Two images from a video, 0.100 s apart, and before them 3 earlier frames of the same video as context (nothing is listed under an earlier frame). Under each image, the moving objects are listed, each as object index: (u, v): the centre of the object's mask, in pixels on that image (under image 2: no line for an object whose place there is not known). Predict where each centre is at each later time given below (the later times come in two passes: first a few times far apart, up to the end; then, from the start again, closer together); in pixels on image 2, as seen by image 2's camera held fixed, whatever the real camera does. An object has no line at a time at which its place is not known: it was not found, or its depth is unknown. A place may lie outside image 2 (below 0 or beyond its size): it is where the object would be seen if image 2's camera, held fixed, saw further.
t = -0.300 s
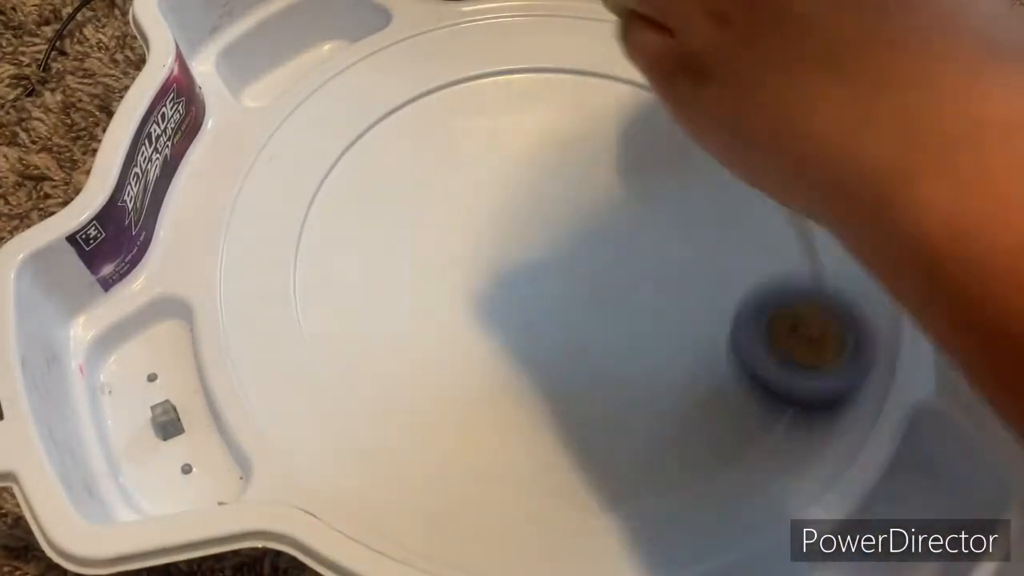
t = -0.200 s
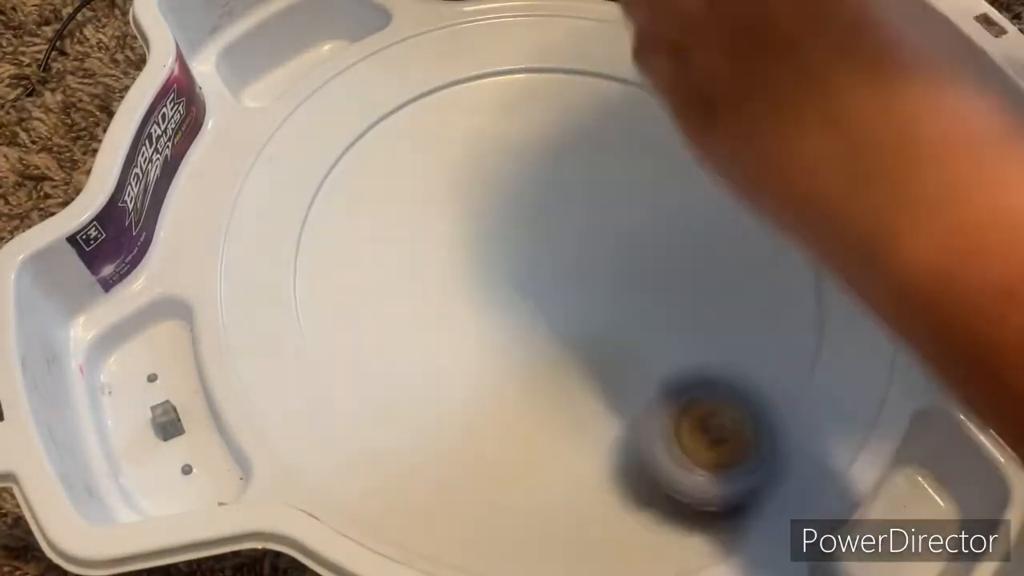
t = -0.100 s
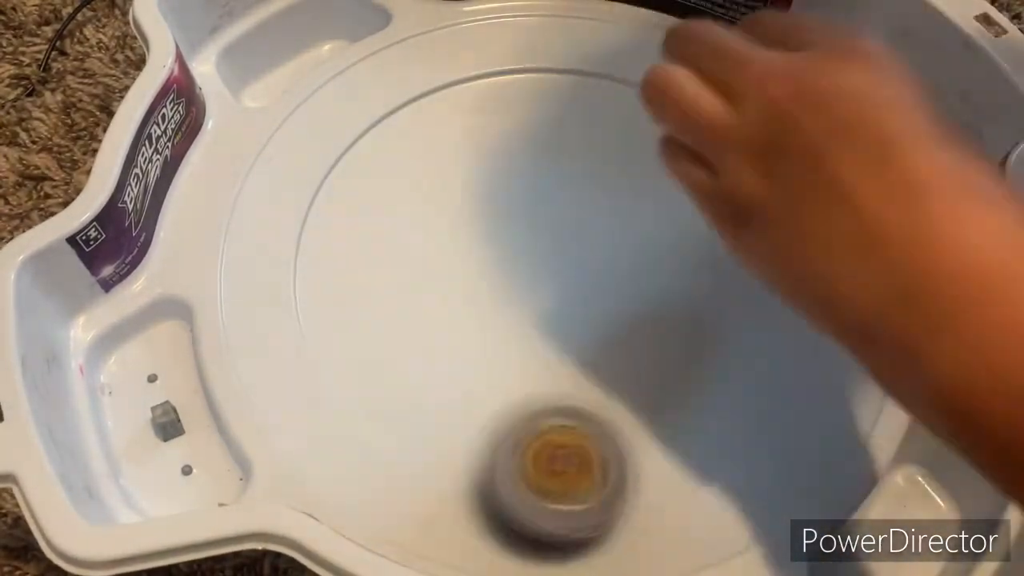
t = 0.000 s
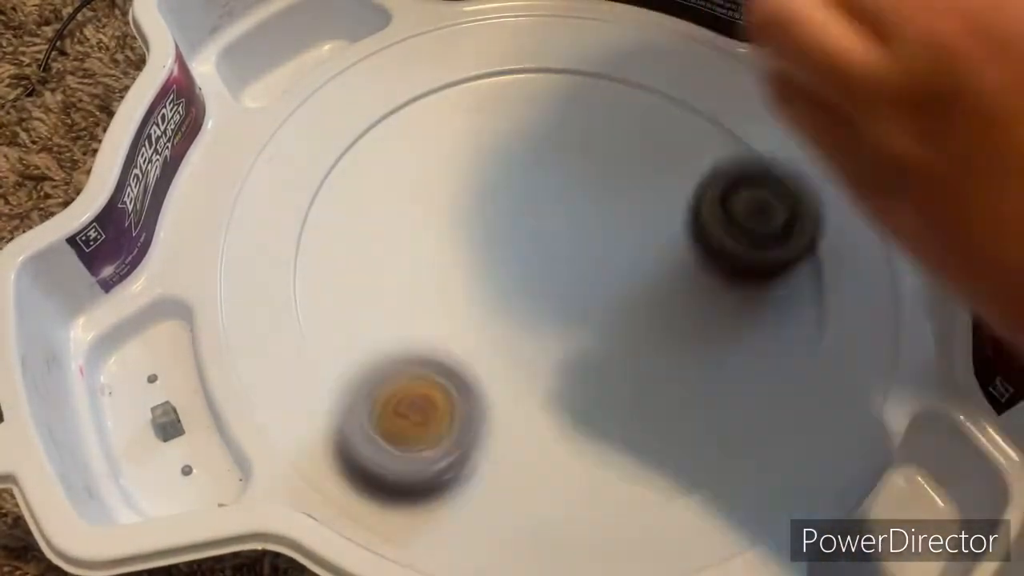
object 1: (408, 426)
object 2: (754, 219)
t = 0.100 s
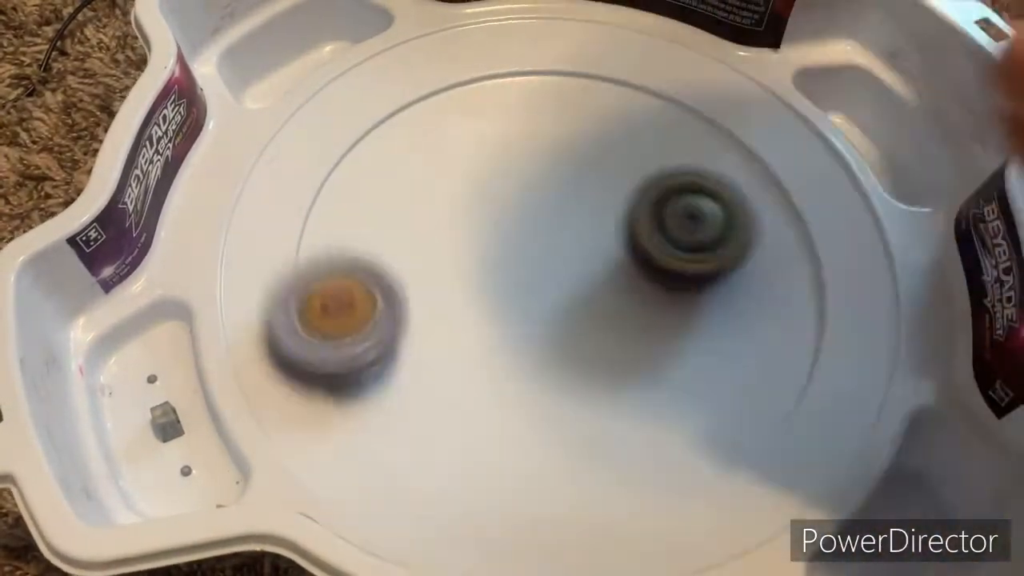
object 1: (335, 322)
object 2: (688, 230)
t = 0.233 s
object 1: (360, 175)
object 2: (559, 208)
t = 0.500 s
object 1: (636, 83)
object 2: (515, 324)
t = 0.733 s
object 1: (798, 240)
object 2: (720, 330)
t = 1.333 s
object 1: (577, 282)
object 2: (365, 341)
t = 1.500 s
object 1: (607, 194)
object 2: (495, 357)
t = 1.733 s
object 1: (682, 129)
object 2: (705, 285)
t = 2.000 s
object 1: (604, 145)
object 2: (561, 266)
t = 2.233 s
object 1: (532, 182)
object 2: (443, 386)
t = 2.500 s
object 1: (472, 257)
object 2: (649, 389)
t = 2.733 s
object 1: (466, 309)
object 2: (634, 186)
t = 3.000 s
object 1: (505, 312)
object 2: (355, 184)
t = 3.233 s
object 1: (538, 293)
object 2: (534, 440)
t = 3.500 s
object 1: (546, 321)
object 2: (762, 195)
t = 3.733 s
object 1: (560, 368)
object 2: (469, 94)
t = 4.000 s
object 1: (581, 376)
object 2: (418, 388)
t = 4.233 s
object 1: (744, 303)
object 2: (652, 401)
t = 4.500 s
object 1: (736, 172)
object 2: (627, 235)
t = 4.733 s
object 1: (601, 235)
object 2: (422, 203)
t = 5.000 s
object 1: (557, 310)
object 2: (385, 337)
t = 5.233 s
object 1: (643, 244)
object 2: (502, 414)
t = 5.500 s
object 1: (782, 248)
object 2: (580, 282)
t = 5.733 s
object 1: (749, 289)
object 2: (425, 227)
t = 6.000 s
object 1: (563, 266)
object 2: (387, 287)
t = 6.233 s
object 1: (482, 177)
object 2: (513, 309)
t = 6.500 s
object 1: (495, 116)
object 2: (612, 202)
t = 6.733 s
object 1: (478, 153)
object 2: (632, 144)
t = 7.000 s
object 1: (451, 249)
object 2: (592, 171)
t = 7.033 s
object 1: (448, 261)
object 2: (590, 186)
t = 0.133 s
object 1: (329, 283)
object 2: (657, 228)
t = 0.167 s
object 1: (331, 246)
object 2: (624, 223)
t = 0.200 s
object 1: (341, 209)
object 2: (591, 217)
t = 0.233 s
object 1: (360, 175)
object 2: (559, 208)
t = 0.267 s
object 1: (384, 151)
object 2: (532, 201)
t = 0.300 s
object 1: (415, 123)
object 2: (510, 201)
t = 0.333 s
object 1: (444, 91)
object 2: (496, 216)
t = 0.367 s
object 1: (476, 67)
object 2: (487, 234)
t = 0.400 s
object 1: (515, 62)
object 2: (484, 257)
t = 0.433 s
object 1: (558, 66)
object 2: (488, 280)
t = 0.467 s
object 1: (598, 73)
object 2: (498, 303)
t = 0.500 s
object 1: (636, 83)
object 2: (515, 324)
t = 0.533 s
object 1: (673, 95)
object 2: (539, 342)
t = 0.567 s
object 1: (706, 110)
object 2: (568, 356)
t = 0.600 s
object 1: (732, 130)
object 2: (601, 365)
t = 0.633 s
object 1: (754, 155)
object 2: (636, 366)
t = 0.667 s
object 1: (774, 181)
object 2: (669, 360)
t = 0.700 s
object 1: (786, 211)
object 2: (698, 347)
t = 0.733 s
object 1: (798, 240)
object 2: (720, 330)
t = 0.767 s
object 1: (816, 244)
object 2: (712, 334)
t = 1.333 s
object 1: (577, 282)
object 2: (365, 341)
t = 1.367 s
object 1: (584, 261)
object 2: (374, 345)
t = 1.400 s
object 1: (588, 240)
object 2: (394, 349)
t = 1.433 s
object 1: (594, 221)
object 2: (420, 352)
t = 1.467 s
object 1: (600, 206)
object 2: (456, 356)
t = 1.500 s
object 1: (607, 194)
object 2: (495, 357)
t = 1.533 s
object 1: (617, 184)
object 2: (540, 353)
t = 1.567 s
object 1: (629, 177)
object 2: (584, 342)
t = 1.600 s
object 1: (639, 172)
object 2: (624, 329)
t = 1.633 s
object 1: (652, 170)
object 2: (658, 314)
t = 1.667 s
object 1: (664, 170)
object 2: (685, 290)
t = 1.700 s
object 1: (674, 166)
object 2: (698, 276)
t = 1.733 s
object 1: (682, 129)
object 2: (705, 285)
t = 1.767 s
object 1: (687, 101)
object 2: (704, 293)
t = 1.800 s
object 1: (688, 78)
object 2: (694, 297)
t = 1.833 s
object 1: (680, 72)
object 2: (677, 297)
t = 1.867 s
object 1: (667, 79)
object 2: (655, 294)
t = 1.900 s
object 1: (652, 93)
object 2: (630, 288)
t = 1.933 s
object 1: (637, 106)
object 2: (605, 280)
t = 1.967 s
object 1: (621, 123)
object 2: (580, 272)
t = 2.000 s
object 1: (604, 145)
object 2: (561, 266)
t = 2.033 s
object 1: (590, 162)
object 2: (540, 262)
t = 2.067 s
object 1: (579, 165)
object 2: (514, 278)
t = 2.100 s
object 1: (571, 167)
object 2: (486, 304)
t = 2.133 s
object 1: (561, 168)
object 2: (466, 327)
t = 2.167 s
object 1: (552, 172)
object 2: (451, 347)
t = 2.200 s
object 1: (542, 176)
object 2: (444, 366)
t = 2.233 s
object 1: (532, 182)
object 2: (443, 386)
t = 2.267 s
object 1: (522, 190)
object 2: (450, 405)
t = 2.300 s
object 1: (514, 197)
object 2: (466, 421)
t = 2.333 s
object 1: (506, 206)
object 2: (490, 427)
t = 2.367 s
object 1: (497, 216)
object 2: (519, 429)
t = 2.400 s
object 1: (490, 228)
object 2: (549, 431)
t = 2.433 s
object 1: (483, 238)
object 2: (586, 420)
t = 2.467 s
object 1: (477, 247)
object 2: (619, 409)
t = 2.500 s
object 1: (472, 257)
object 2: (649, 389)
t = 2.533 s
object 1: (468, 266)
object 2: (674, 362)
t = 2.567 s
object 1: (465, 275)
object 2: (690, 333)
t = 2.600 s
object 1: (463, 284)
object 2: (696, 301)
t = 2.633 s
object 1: (462, 291)
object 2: (692, 271)
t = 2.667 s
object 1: (463, 298)
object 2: (680, 240)
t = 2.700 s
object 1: (464, 304)
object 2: (660, 211)
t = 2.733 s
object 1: (466, 309)
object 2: (634, 186)
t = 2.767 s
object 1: (469, 312)
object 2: (603, 163)
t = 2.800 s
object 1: (473, 314)
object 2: (566, 145)
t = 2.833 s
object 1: (478, 315)
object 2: (528, 135)
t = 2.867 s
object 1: (483, 316)
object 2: (492, 132)
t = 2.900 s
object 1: (488, 316)
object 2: (452, 133)
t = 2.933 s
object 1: (493, 316)
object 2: (415, 142)
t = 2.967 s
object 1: (498, 314)
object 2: (380, 158)
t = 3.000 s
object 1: (505, 312)
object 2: (355, 184)
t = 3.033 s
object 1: (510, 310)
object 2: (346, 219)
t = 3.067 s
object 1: (516, 307)
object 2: (343, 264)
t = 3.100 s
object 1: (520, 305)
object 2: (351, 311)
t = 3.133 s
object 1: (525, 303)
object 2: (378, 349)
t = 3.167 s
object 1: (533, 295)
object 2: (418, 389)
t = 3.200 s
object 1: (535, 292)
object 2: (472, 424)
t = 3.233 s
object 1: (538, 293)
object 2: (534, 440)
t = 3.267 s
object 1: (541, 292)
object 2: (596, 439)
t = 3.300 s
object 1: (542, 295)
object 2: (655, 431)
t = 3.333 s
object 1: (543, 296)
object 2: (706, 407)
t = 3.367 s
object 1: (544, 299)
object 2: (745, 371)
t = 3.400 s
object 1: (544, 303)
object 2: (774, 329)
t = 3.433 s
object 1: (545, 309)
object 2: (783, 286)
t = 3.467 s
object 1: (546, 315)
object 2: (779, 238)
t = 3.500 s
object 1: (546, 321)
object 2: (762, 195)
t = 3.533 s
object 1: (547, 328)
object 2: (736, 157)
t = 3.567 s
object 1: (550, 334)
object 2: (698, 127)
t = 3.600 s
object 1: (552, 342)
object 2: (654, 102)
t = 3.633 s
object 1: (553, 349)
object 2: (607, 88)
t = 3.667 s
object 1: (556, 355)
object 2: (562, 79)
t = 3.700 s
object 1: (558, 361)
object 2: (514, 82)
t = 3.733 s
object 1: (560, 368)
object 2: (469, 94)
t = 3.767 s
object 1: (562, 370)
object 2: (426, 114)
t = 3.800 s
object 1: (564, 374)
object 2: (390, 141)
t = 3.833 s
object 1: (566, 378)
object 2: (363, 171)
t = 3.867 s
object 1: (568, 378)
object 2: (346, 217)
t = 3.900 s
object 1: (571, 378)
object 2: (343, 259)
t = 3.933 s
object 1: (575, 379)
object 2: (352, 303)
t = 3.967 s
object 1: (578, 378)
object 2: (379, 348)
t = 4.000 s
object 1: (581, 376)
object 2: (418, 388)
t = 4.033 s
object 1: (591, 375)
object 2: (462, 416)
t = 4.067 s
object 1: (626, 368)
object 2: (492, 434)
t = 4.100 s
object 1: (657, 359)
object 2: (525, 444)
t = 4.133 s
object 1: (685, 350)
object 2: (562, 444)
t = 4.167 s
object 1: (706, 341)
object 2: (601, 433)
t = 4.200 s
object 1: (723, 331)
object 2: (634, 417)
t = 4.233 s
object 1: (744, 303)
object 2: (652, 401)
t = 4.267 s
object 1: (760, 280)
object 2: (666, 392)
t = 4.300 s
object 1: (770, 252)
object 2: (679, 365)
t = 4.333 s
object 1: (777, 231)
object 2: (684, 348)
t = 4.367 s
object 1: (775, 209)
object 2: (683, 323)
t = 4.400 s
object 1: (770, 194)
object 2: (676, 300)
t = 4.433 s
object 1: (762, 182)
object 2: (664, 278)
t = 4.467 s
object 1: (751, 175)
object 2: (646, 256)
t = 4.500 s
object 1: (736, 172)
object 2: (627, 235)
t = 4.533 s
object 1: (718, 173)
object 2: (600, 218)
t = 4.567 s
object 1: (699, 177)
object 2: (574, 206)
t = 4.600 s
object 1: (677, 185)
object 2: (541, 193)
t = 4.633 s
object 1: (658, 195)
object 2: (511, 193)
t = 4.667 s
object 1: (638, 207)
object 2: (478, 193)
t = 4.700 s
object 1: (617, 222)
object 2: (450, 196)
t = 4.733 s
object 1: (601, 235)
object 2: (422, 203)
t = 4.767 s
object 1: (587, 251)
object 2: (401, 212)
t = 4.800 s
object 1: (578, 265)
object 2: (379, 232)
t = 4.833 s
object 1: (574, 274)
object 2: (367, 247)
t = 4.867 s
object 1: (573, 283)
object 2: (359, 271)
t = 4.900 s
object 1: (570, 293)
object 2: (359, 288)
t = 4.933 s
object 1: (567, 300)
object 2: (362, 307)
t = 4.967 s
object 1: (563, 306)
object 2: (372, 323)
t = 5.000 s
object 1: (557, 310)
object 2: (385, 337)
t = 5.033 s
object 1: (549, 312)
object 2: (406, 351)
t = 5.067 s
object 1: (543, 313)
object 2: (427, 363)
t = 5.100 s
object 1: (560, 301)
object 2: (435, 385)
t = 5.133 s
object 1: (585, 279)
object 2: (443, 400)
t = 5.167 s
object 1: (606, 265)
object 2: (456, 415)
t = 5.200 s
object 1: (626, 254)
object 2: (478, 412)
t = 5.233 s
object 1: (643, 244)
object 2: (502, 414)
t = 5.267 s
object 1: (658, 242)
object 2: (526, 404)
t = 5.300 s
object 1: (673, 241)
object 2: (553, 396)
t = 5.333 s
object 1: (689, 240)
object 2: (574, 382)
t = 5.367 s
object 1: (704, 241)
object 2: (594, 360)
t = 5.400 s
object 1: (717, 244)
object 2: (607, 343)
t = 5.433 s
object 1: (729, 250)
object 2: (616, 314)
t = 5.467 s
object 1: (750, 252)
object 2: (607, 297)
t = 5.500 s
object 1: (782, 248)
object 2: (580, 282)
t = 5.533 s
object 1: (804, 250)
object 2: (555, 266)
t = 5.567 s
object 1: (812, 253)
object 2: (534, 255)
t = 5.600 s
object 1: (807, 260)
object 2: (512, 243)
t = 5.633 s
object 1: (796, 267)
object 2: (488, 235)
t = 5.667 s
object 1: (784, 274)
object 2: (467, 229)
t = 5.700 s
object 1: (768, 282)
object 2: (443, 229)
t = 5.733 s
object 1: (749, 289)
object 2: (425, 227)
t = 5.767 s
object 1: (728, 294)
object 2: (409, 230)
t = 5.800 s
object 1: (701, 297)
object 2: (394, 235)
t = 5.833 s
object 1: (673, 298)
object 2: (383, 242)
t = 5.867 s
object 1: (647, 296)
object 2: (375, 251)
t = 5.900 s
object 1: (622, 292)
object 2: (372, 260)
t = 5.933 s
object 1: (600, 285)
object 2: (373, 267)
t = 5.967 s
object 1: (580, 277)
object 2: (378, 278)
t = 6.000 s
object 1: (563, 266)
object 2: (387, 287)
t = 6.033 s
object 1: (547, 255)
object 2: (401, 294)
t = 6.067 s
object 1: (532, 243)
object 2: (415, 306)
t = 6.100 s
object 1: (520, 229)
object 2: (434, 307)
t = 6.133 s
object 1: (507, 215)
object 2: (453, 313)
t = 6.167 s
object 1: (498, 200)
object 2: (471, 317)
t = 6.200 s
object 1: (489, 190)
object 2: (492, 313)
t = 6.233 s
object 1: (482, 177)
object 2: (513, 309)
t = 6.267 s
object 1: (476, 166)
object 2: (532, 301)
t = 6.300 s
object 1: (473, 151)
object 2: (550, 290)
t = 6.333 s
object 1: (471, 143)
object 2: (566, 280)
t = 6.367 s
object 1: (471, 132)
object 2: (580, 267)
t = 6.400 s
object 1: (474, 124)
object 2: (592, 250)
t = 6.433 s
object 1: (479, 118)
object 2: (601, 237)
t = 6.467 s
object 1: (486, 116)
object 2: (608, 221)
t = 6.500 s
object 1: (495, 116)
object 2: (612, 202)
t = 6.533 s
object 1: (504, 121)
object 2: (613, 189)
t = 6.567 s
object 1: (502, 123)
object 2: (622, 178)
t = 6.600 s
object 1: (494, 124)
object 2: (630, 172)
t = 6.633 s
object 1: (488, 129)
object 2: (634, 164)
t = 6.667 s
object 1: (485, 135)
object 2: (634, 156)
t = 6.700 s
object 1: (482, 143)
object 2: (634, 149)
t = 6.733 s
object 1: (478, 153)
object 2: (632, 144)
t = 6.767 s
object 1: (475, 163)
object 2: (628, 140)
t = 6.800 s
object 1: (470, 173)
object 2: (624, 138)
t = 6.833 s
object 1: (466, 187)
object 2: (619, 139)
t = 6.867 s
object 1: (462, 200)
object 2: (613, 142)
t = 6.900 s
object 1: (459, 213)
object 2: (606, 146)
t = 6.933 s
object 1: (456, 225)
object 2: (601, 154)
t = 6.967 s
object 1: (452, 238)
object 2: (596, 162)
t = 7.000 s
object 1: (451, 249)
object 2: (592, 171)
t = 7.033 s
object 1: (448, 261)
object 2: (590, 186)
